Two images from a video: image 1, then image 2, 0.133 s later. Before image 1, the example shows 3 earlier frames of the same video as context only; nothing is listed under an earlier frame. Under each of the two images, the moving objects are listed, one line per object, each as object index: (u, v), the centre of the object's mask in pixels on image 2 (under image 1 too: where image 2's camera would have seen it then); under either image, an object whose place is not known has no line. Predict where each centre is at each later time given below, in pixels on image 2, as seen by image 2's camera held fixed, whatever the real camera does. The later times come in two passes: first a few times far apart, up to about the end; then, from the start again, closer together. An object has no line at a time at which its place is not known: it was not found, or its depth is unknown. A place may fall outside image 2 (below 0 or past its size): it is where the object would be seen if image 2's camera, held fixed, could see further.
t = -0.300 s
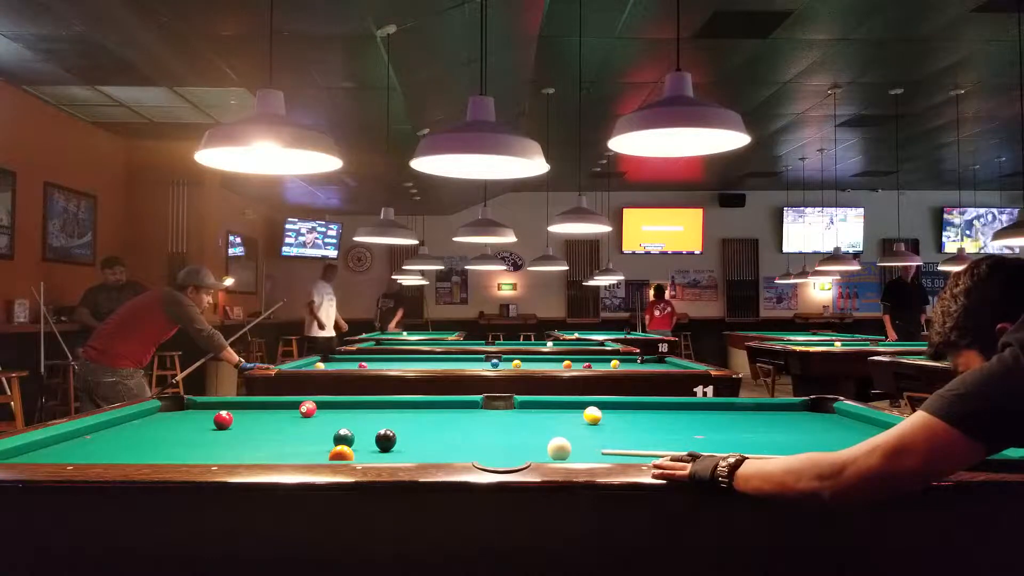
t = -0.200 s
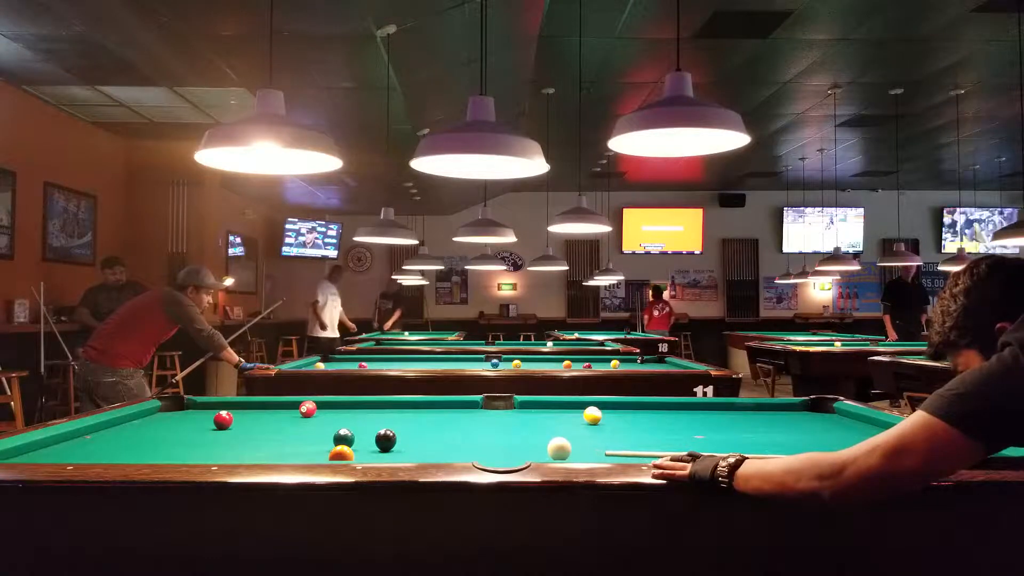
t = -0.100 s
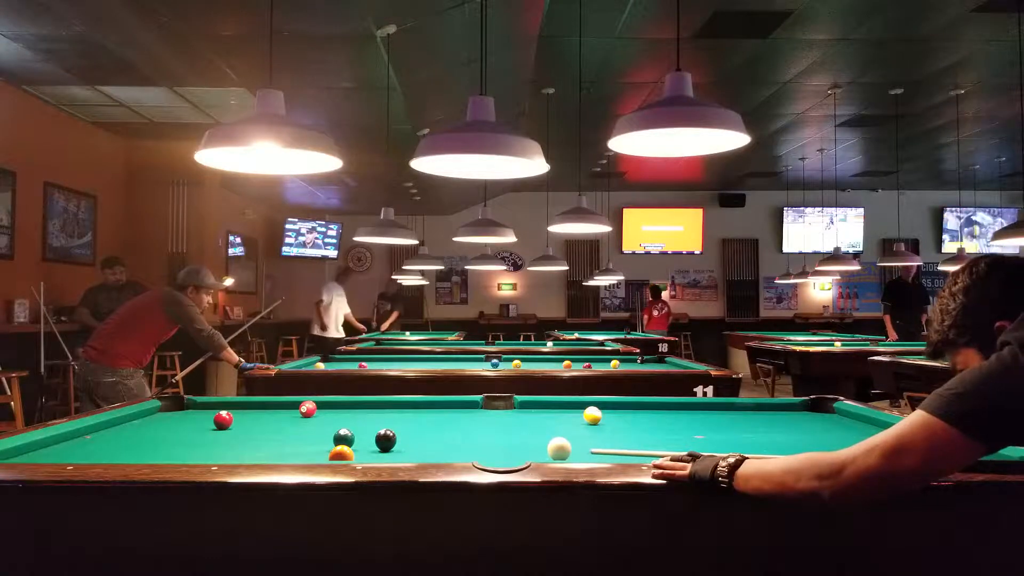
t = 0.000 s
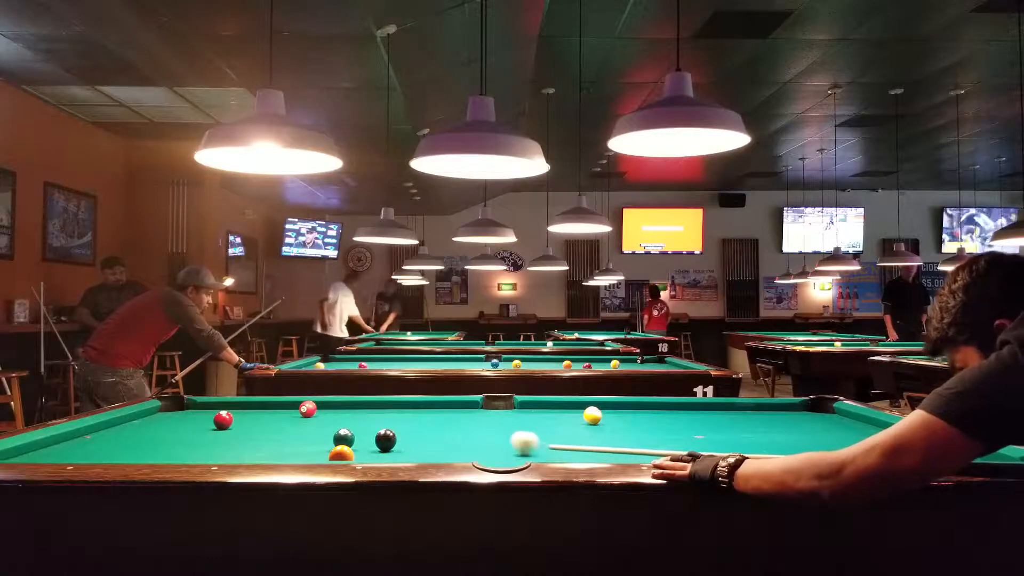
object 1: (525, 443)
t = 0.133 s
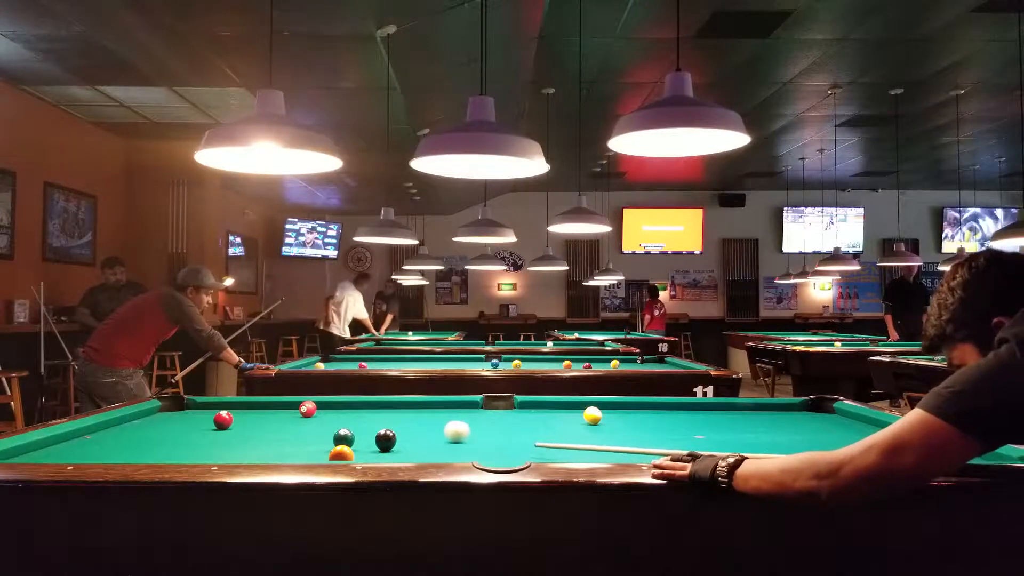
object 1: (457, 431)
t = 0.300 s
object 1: (396, 421)
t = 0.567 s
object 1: (325, 409)
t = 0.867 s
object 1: (330, 405)
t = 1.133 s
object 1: (328, 410)
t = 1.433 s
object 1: (325, 415)
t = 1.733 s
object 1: (322, 420)
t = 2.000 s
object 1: (319, 425)
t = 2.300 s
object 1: (316, 431)
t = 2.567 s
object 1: (313, 436)
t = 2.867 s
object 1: (310, 442)
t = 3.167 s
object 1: (306, 448)
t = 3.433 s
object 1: (302, 452)
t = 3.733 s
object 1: (299, 455)
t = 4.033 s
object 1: (299, 456)
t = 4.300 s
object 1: (305, 454)
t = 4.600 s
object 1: (311, 453)
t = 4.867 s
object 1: (315, 453)
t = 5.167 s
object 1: (318, 452)
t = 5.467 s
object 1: (320, 452)
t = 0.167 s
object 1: (443, 429)
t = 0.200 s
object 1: (431, 427)
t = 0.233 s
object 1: (418, 425)
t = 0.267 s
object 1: (406, 423)
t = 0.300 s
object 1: (396, 421)
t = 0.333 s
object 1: (385, 419)
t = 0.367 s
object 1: (374, 418)
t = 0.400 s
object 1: (363, 416)
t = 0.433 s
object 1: (353, 414)
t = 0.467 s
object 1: (344, 413)
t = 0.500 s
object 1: (334, 411)
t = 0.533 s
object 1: (326, 410)
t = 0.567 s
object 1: (325, 409)
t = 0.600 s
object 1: (328, 408)
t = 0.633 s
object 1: (330, 406)
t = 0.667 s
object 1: (331, 405)
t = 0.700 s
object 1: (331, 405)
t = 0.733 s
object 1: (332, 403)
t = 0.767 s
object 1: (332, 404)
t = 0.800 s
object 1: (331, 404)
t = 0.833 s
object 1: (331, 405)
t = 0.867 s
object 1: (330, 405)
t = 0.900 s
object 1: (330, 406)
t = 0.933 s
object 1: (330, 406)
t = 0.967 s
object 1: (330, 407)
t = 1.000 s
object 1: (329, 407)
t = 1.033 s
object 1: (329, 408)
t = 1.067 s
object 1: (329, 409)
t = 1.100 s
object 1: (328, 409)
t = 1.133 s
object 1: (328, 410)
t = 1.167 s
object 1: (328, 410)
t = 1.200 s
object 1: (327, 411)
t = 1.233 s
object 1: (327, 412)
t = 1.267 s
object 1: (327, 412)
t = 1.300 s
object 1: (326, 413)
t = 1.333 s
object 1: (326, 413)
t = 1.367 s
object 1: (326, 414)
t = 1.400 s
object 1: (325, 415)
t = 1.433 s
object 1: (325, 415)
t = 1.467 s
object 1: (325, 416)
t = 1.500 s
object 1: (324, 416)
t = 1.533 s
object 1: (324, 417)
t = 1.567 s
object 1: (324, 417)
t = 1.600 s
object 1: (323, 418)
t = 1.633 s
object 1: (323, 419)
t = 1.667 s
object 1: (323, 419)
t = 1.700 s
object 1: (322, 420)
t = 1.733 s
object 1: (322, 420)
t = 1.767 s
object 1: (322, 421)
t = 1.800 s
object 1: (321, 422)
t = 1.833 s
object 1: (321, 422)
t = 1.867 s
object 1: (320, 423)
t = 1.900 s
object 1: (320, 424)
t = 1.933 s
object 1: (320, 424)
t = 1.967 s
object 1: (319, 425)
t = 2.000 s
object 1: (319, 425)
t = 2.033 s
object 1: (318, 426)
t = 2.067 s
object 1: (318, 427)
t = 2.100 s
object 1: (318, 427)
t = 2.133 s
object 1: (317, 428)
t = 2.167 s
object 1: (317, 429)
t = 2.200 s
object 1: (317, 429)
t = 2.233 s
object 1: (316, 430)
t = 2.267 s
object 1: (316, 430)
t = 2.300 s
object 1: (316, 431)
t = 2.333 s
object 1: (315, 432)
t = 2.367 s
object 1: (315, 432)
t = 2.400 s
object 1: (315, 433)
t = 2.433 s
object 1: (314, 434)
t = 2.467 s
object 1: (314, 434)
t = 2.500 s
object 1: (313, 435)
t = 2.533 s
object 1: (313, 436)
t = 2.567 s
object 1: (313, 436)
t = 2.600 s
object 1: (313, 437)
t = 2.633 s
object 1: (312, 438)
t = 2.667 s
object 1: (312, 438)
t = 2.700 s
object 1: (312, 439)
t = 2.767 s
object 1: (311, 440)
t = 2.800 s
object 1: (310, 441)
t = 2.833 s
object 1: (310, 442)
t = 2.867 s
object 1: (310, 442)
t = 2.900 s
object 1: (309, 443)
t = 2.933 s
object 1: (309, 444)
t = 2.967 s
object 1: (308, 444)
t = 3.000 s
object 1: (308, 445)
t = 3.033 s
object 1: (307, 446)
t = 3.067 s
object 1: (307, 447)
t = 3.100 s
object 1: (306, 447)
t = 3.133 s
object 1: (306, 448)
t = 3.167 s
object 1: (306, 448)
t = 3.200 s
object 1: (305, 449)
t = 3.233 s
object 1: (305, 449)
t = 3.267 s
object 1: (304, 450)
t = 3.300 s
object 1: (304, 450)
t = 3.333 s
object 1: (304, 450)
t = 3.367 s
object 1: (303, 451)
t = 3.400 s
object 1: (303, 451)
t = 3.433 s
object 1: (302, 452)
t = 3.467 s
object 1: (302, 452)
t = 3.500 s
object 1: (302, 453)
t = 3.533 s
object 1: (301, 453)
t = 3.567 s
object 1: (301, 453)
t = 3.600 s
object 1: (300, 454)
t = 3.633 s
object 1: (300, 454)
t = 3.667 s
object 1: (300, 454)
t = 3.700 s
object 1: (299, 454)
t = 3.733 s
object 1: (299, 455)
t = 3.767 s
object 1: (298, 455)
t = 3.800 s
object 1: (298, 455)
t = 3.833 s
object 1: (298, 456)
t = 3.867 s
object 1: (298, 456)
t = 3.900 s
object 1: (297, 456)
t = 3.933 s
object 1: (297, 456)
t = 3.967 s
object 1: (298, 456)
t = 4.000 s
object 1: (298, 456)
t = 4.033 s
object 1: (299, 456)
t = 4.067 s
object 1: (300, 456)
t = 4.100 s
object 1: (301, 455)
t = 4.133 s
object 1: (301, 455)
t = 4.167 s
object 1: (302, 455)
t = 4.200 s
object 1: (303, 455)
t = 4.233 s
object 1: (303, 455)
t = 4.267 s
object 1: (304, 454)
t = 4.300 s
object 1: (305, 454)
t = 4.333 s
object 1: (305, 454)
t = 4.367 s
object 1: (306, 454)
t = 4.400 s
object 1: (307, 454)
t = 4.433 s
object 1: (307, 454)
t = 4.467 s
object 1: (308, 454)
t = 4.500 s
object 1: (309, 454)
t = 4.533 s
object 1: (310, 454)
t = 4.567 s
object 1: (310, 454)
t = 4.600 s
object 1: (311, 453)
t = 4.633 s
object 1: (311, 453)
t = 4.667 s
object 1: (312, 453)
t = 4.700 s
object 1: (312, 453)
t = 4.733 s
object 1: (313, 453)
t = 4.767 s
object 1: (313, 453)
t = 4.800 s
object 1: (314, 453)
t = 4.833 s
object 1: (315, 453)
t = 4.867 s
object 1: (315, 453)
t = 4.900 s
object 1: (316, 453)
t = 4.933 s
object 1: (316, 453)
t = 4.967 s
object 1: (316, 453)
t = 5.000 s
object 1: (317, 453)
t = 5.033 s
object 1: (317, 452)
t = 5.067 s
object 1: (317, 452)
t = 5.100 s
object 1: (317, 452)
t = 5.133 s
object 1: (318, 452)
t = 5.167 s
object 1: (318, 452)
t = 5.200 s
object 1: (318, 452)
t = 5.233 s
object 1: (319, 452)
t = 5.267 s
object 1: (319, 452)
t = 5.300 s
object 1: (319, 452)
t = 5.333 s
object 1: (319, 452)
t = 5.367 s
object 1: (319, 452)
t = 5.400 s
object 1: (320, 452)
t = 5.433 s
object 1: (320, 452)
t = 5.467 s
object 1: (320, 452)
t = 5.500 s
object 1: (320, 452)
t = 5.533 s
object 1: (320, 452)
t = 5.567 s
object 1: (320, 452)
